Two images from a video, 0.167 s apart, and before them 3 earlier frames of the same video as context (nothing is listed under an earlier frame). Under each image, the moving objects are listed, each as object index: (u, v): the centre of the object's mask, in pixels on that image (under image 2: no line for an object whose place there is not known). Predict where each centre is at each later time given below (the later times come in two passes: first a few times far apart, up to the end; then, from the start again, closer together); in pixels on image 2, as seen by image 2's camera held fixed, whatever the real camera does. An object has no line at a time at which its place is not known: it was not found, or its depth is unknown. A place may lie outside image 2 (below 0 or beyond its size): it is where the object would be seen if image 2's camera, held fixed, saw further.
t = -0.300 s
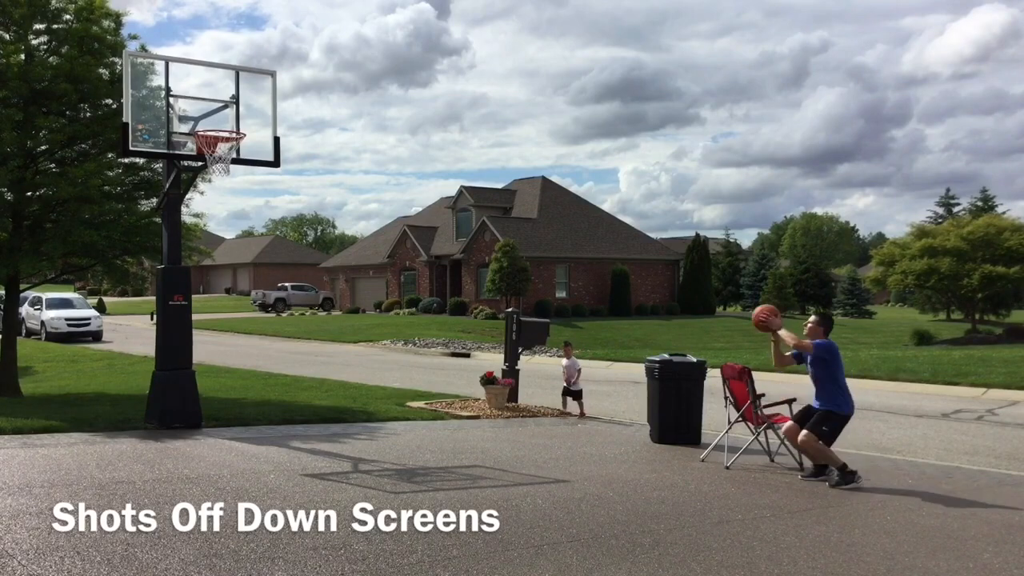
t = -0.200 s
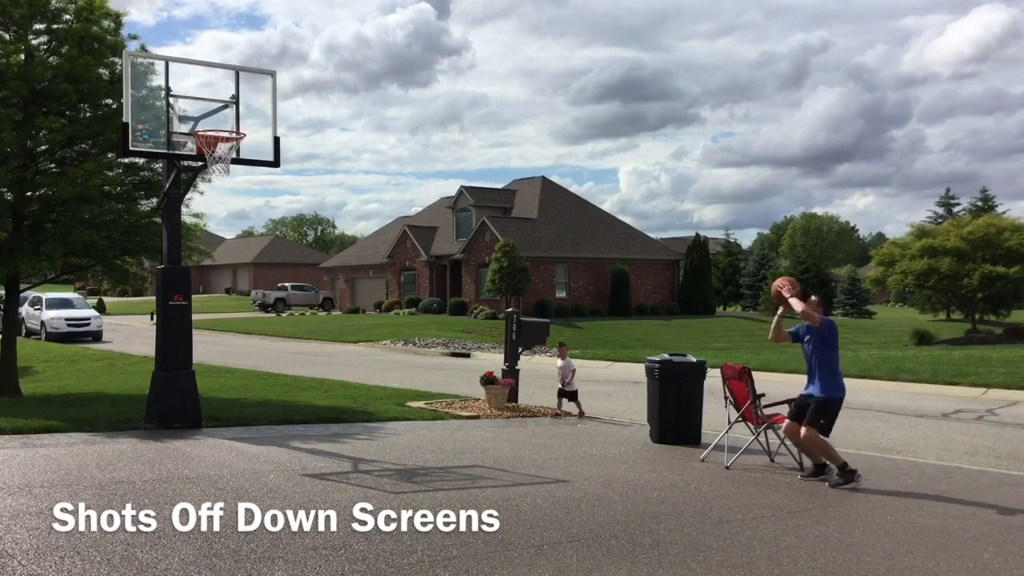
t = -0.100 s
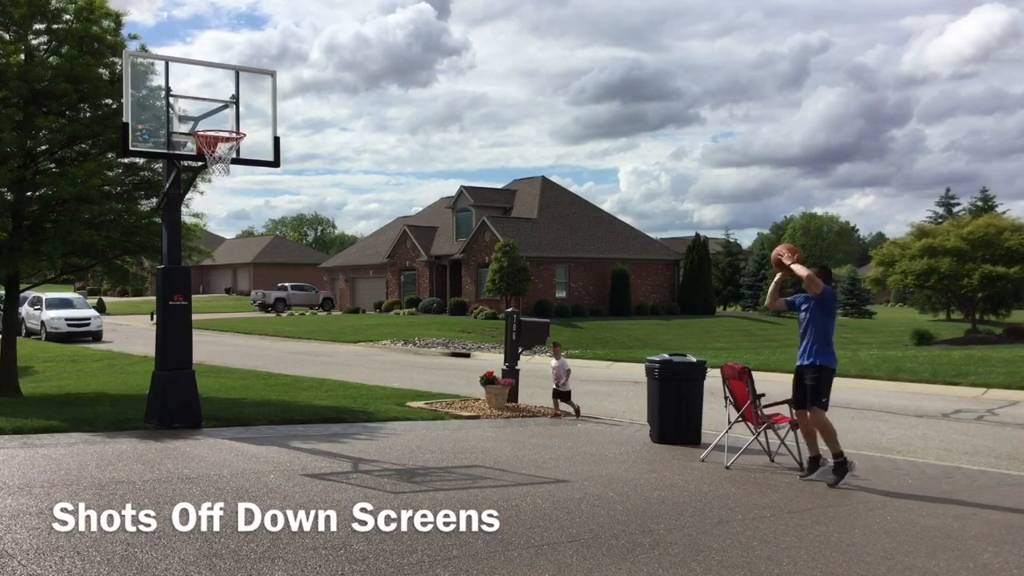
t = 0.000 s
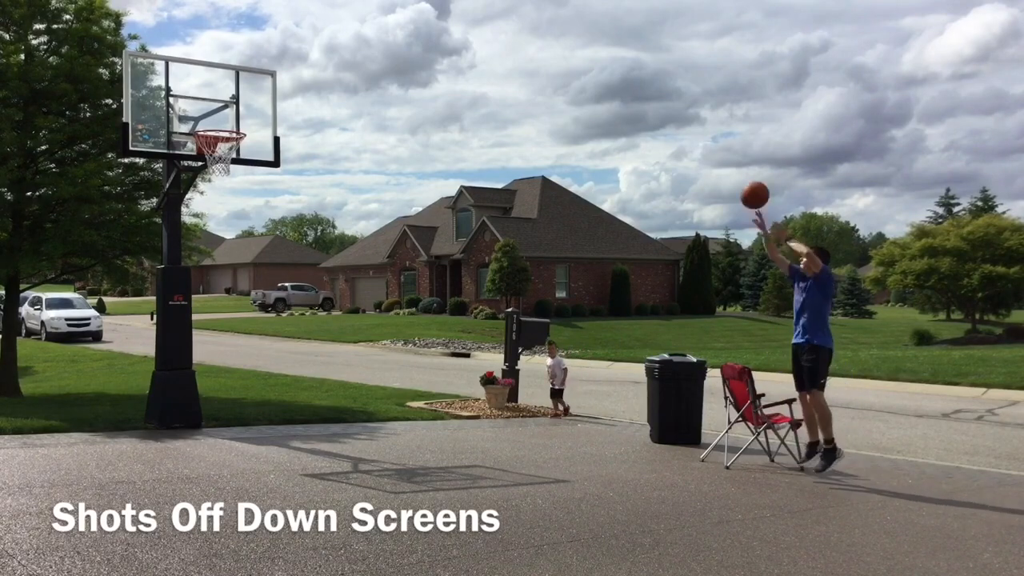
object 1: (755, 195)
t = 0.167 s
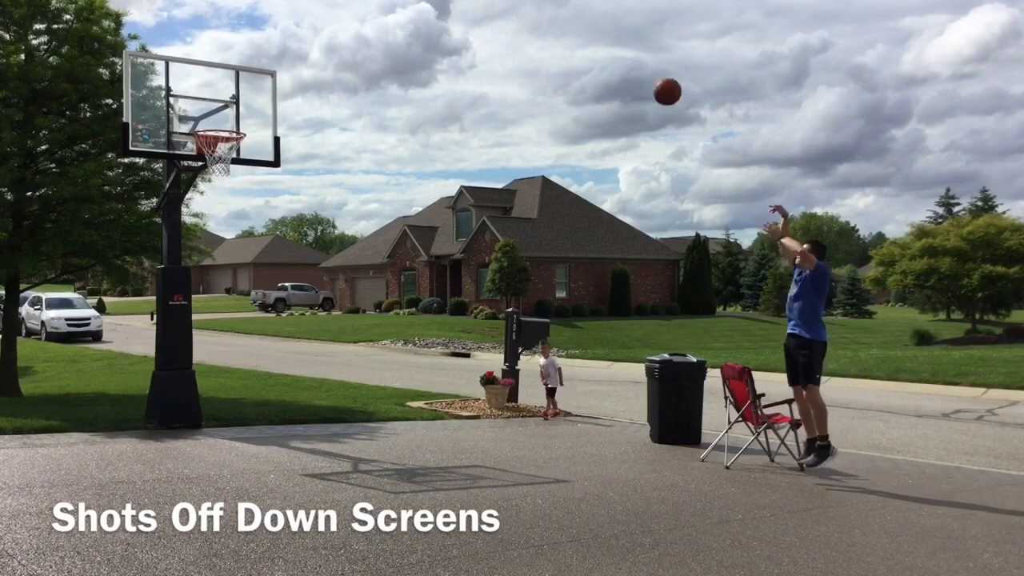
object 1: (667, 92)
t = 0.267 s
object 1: (617, 46)
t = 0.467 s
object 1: (518, 2)
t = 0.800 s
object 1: (366, 3)
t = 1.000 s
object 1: (280, 50)
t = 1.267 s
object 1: (238, 145)
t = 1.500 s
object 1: (214, 173)
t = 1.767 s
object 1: (180, 250)
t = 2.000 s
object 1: (152, 379)
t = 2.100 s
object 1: (143, 407)
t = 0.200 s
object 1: (650, 75)
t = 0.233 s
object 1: (633, 60)
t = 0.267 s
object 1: (617, 46)
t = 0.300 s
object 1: (600, 33)
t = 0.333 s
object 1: (583, 22)
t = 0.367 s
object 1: (567, 12)
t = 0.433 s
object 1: (534, 4)
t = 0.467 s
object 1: (518, 2)
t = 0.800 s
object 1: (366, 3)
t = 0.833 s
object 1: (351, 6)
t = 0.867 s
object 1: (337, 10)
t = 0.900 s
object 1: (322, 17)
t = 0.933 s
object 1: (308, 27)
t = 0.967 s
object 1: (294, 38)
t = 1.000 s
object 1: (280, 50)
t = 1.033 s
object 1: (267, 63)
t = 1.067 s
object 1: (253, 77)
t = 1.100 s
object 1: (239, 92)
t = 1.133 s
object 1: (226, 109)
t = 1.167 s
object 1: (213, 124)
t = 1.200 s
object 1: (212, 139)
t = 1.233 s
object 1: (228, 146)
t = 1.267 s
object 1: (238, 145)
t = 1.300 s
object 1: (237, 147)
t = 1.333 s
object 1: (235, 148)
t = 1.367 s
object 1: (229, 147)
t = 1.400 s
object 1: (225, 154)
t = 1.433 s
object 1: (219, 155)
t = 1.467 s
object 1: (217, 162)
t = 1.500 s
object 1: (214, 173)
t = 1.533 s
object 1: (209, 175)
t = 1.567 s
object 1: (205, 182)
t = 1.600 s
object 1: (201, 190)
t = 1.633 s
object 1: (196, 200)
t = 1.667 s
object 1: (192, 211)
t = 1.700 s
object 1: (189, 223)
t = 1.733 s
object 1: (184, 236)
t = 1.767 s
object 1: (180, 250)
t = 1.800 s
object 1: (177, 266)
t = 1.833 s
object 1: (172, 282)
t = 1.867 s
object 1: (169, 298)
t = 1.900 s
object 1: (164, 317)
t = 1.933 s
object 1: (160, 337)
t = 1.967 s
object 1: (156, 358)
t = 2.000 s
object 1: (152, 379)
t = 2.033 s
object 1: (148, 401)
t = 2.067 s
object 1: (144, 424)
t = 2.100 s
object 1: (143, 407)
